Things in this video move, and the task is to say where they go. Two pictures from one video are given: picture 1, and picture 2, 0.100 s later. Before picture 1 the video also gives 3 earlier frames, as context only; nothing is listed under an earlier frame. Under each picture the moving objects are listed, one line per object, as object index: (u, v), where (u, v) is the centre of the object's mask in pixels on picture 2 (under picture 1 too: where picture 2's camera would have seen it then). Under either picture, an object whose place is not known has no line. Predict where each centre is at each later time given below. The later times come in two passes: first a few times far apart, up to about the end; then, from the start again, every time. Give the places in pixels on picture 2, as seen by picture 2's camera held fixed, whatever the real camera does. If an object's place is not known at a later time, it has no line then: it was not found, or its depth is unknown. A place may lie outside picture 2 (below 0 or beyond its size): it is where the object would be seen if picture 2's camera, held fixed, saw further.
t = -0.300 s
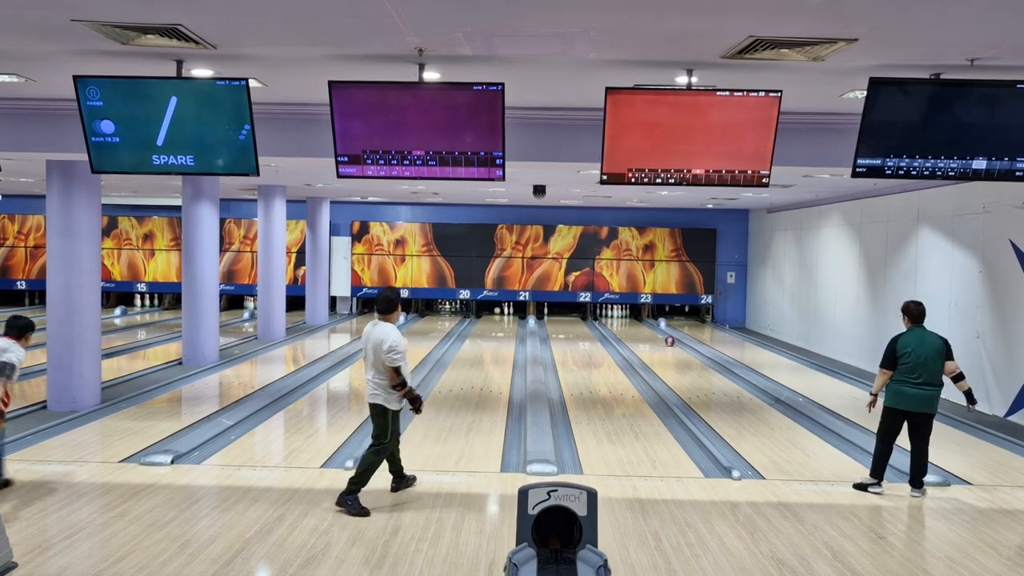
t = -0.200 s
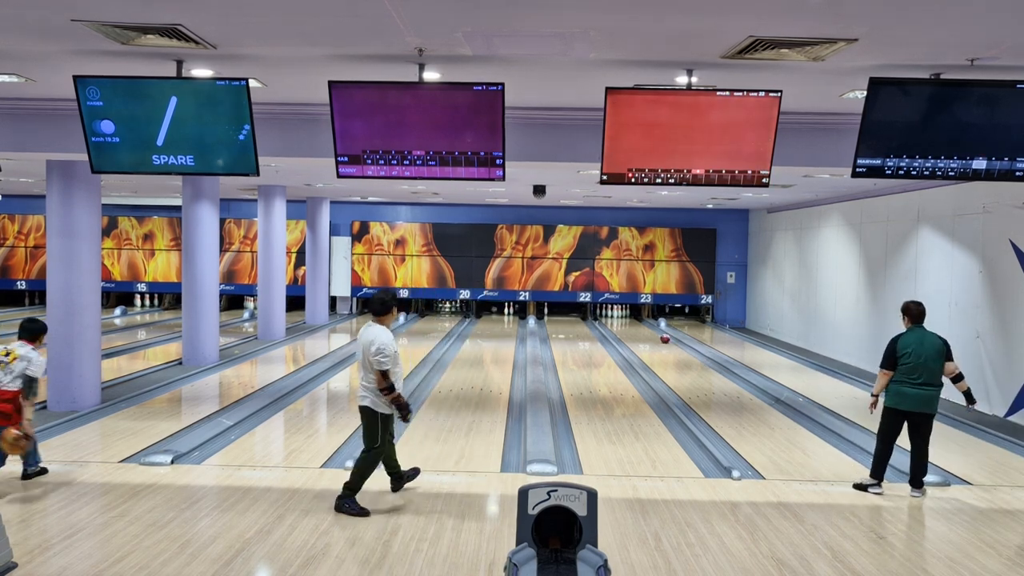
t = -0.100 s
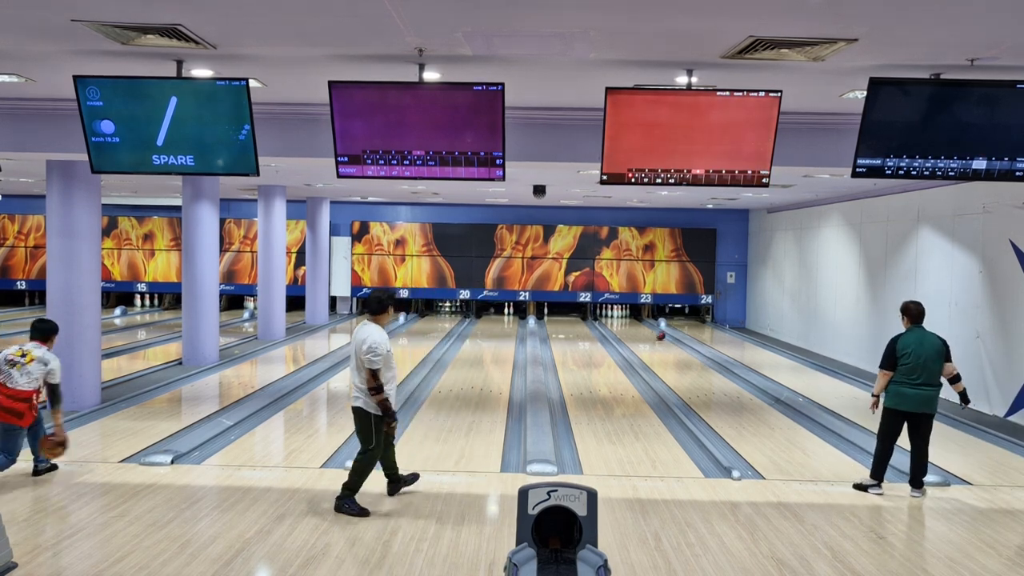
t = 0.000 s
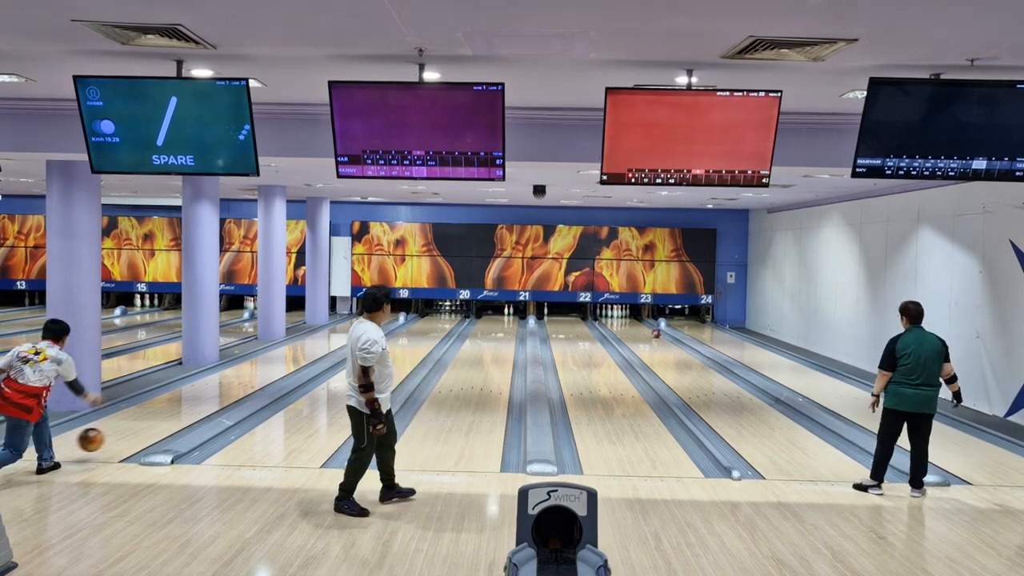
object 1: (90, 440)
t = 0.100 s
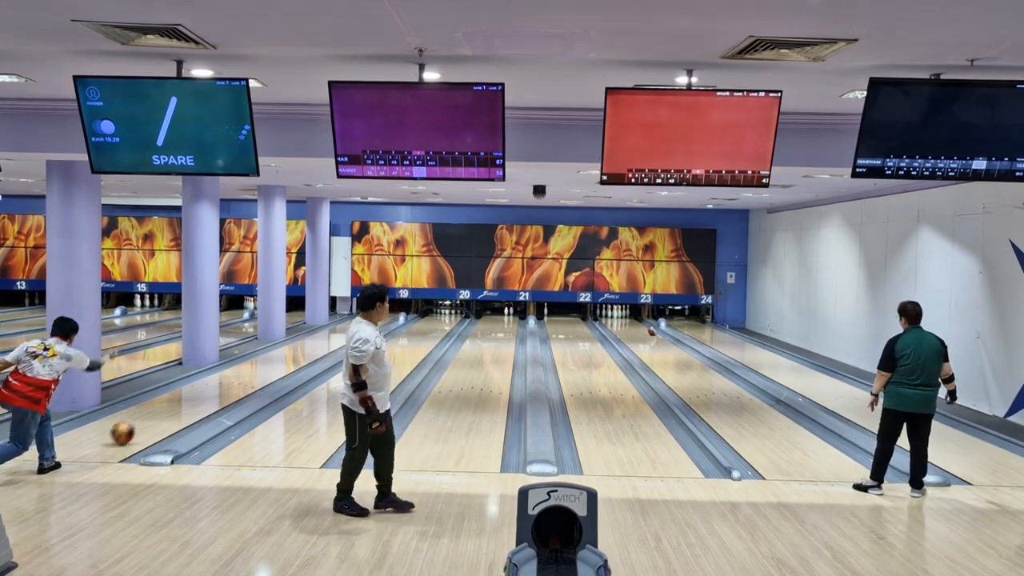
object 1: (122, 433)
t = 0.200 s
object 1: (150, 420)
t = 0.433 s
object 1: (200, 396)
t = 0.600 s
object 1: (227, 383)
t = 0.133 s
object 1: (132, 429)
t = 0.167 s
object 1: (141, 425)
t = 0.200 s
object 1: (150, 420)
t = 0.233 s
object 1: (158, 417)
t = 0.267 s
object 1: (165, 413)
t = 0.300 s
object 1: (173, 410)
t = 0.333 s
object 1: (180, 406)
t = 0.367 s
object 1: (187, 403)
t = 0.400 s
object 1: (193, 400)
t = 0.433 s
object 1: (200, 396)
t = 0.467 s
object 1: (205, 394)
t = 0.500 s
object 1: (212, 391)
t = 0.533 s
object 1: (217, 388)
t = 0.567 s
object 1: (223, 385)
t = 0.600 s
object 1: (227, 383)
